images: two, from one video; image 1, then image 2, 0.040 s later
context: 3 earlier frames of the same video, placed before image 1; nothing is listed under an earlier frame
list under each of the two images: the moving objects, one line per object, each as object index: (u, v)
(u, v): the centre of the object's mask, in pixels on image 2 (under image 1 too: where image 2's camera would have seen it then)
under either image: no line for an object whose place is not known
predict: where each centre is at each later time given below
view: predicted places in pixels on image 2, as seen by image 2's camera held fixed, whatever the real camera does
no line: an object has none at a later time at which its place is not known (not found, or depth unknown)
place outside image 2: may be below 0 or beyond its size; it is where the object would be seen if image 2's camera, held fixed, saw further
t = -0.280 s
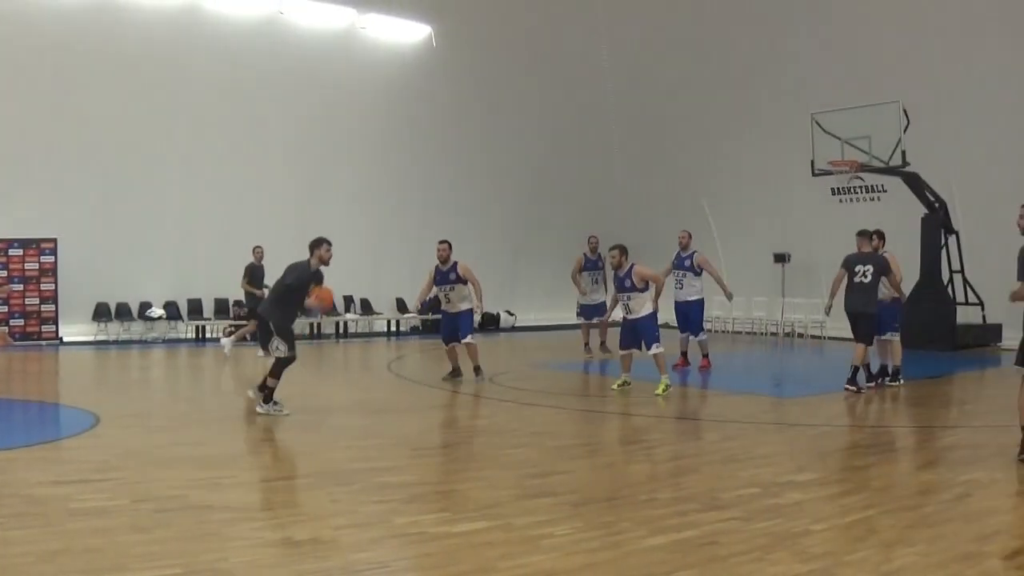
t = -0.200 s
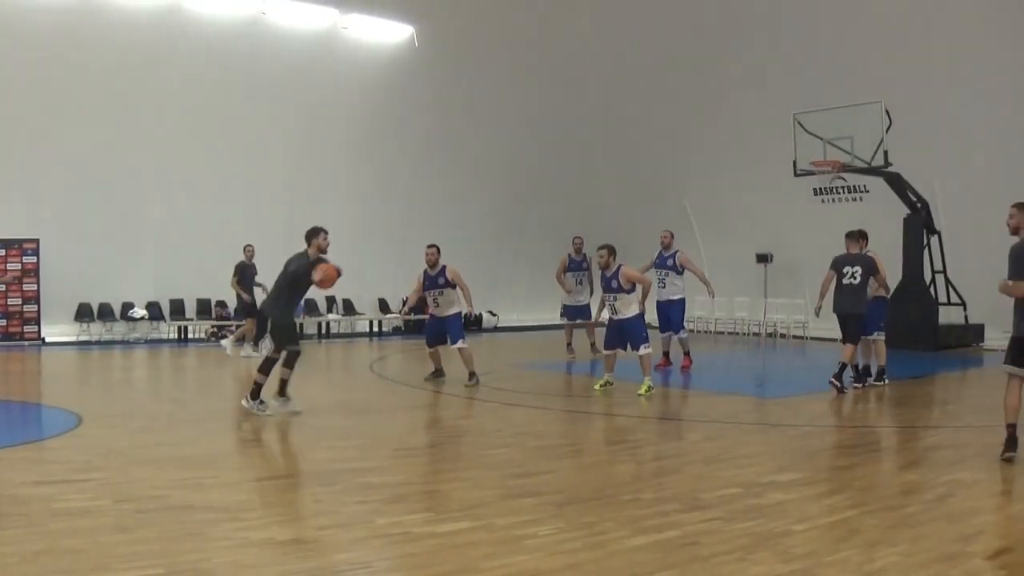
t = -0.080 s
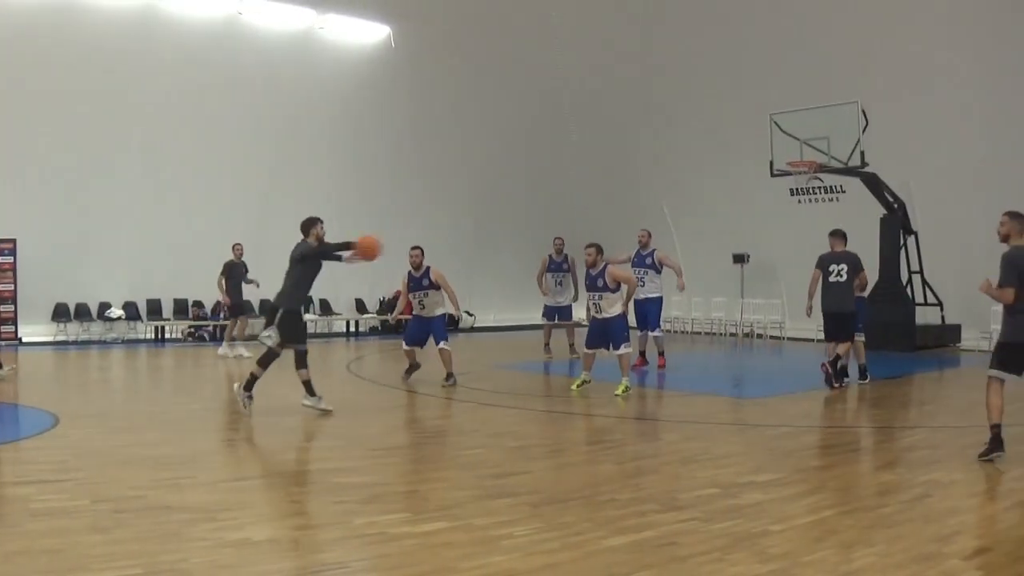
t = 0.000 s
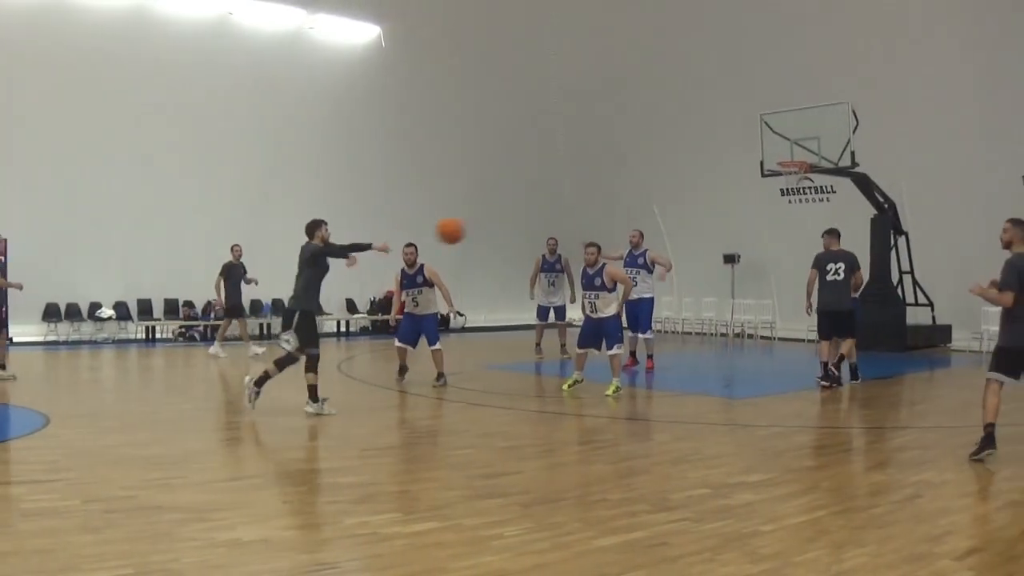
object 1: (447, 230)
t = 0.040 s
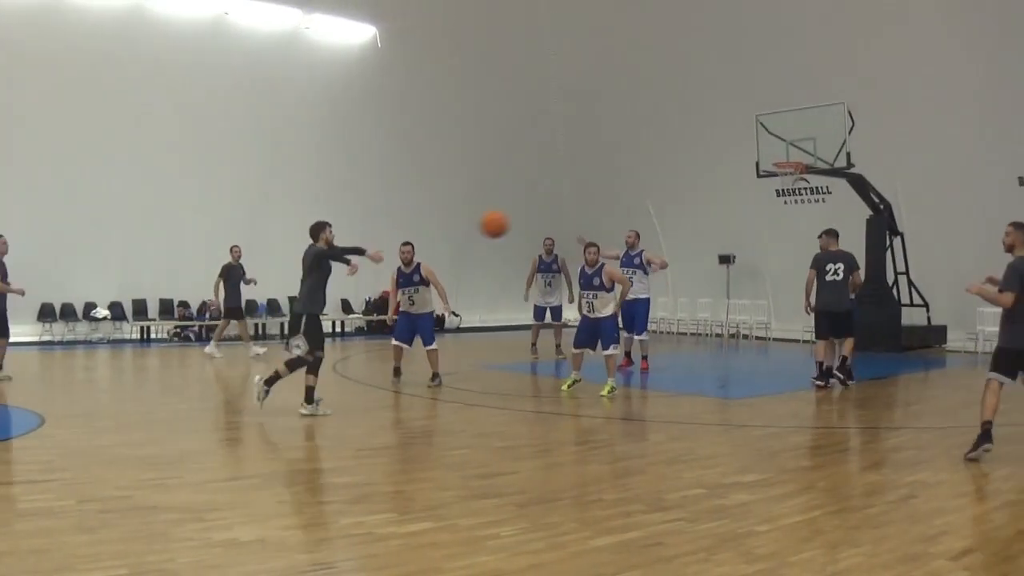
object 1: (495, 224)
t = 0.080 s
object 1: (540, 219)
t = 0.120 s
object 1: (586, 216)
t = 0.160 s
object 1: (633, 216)
